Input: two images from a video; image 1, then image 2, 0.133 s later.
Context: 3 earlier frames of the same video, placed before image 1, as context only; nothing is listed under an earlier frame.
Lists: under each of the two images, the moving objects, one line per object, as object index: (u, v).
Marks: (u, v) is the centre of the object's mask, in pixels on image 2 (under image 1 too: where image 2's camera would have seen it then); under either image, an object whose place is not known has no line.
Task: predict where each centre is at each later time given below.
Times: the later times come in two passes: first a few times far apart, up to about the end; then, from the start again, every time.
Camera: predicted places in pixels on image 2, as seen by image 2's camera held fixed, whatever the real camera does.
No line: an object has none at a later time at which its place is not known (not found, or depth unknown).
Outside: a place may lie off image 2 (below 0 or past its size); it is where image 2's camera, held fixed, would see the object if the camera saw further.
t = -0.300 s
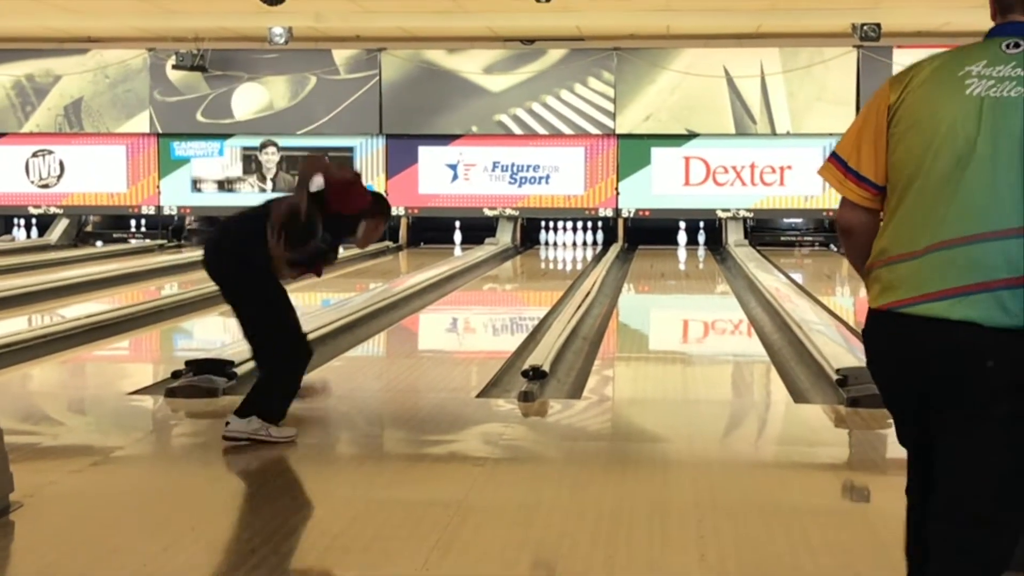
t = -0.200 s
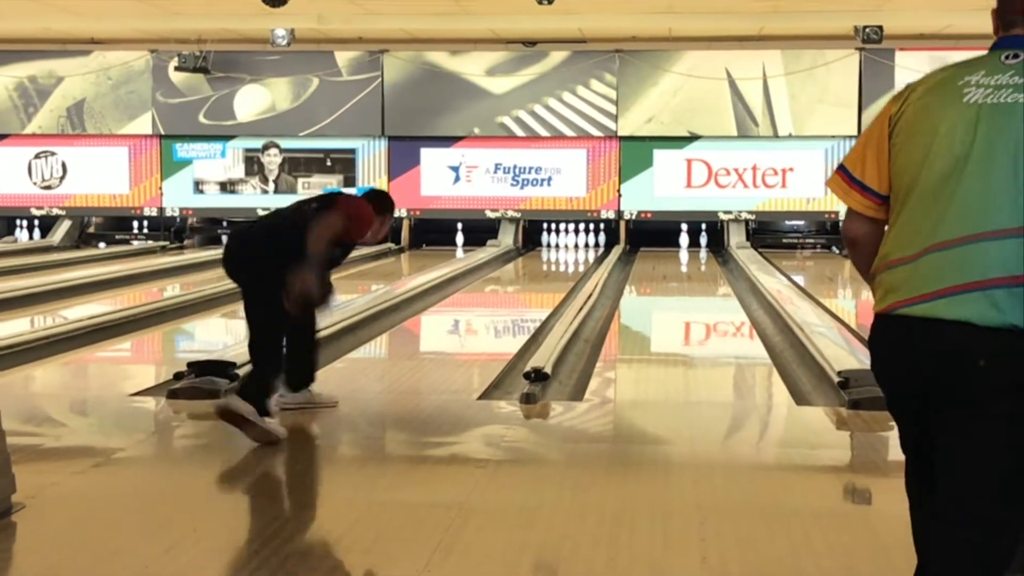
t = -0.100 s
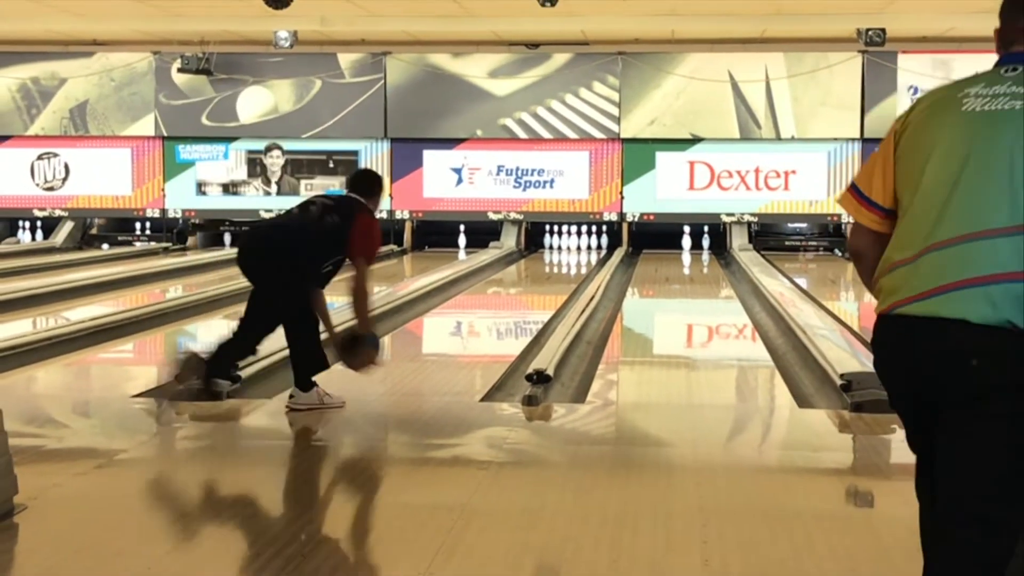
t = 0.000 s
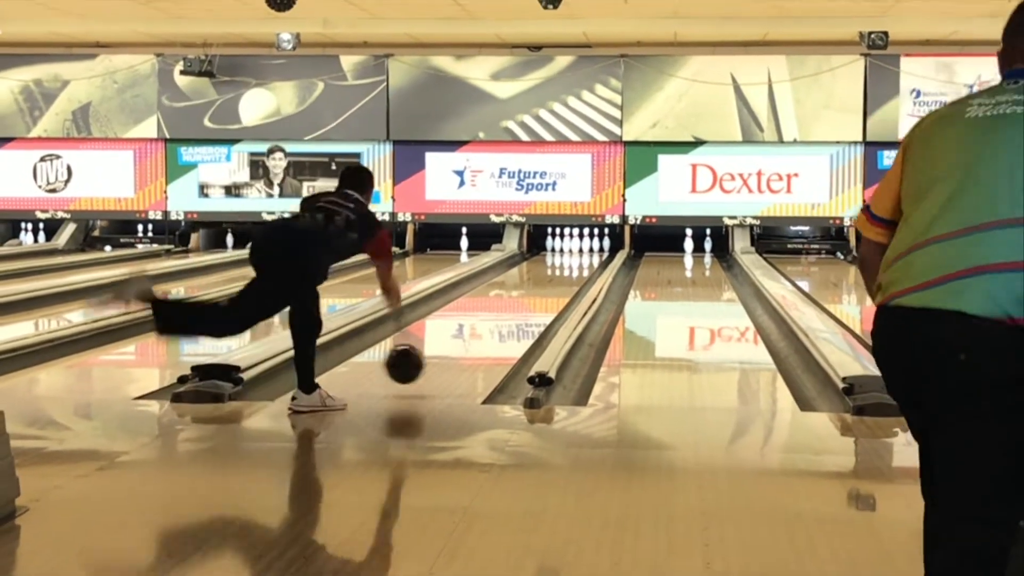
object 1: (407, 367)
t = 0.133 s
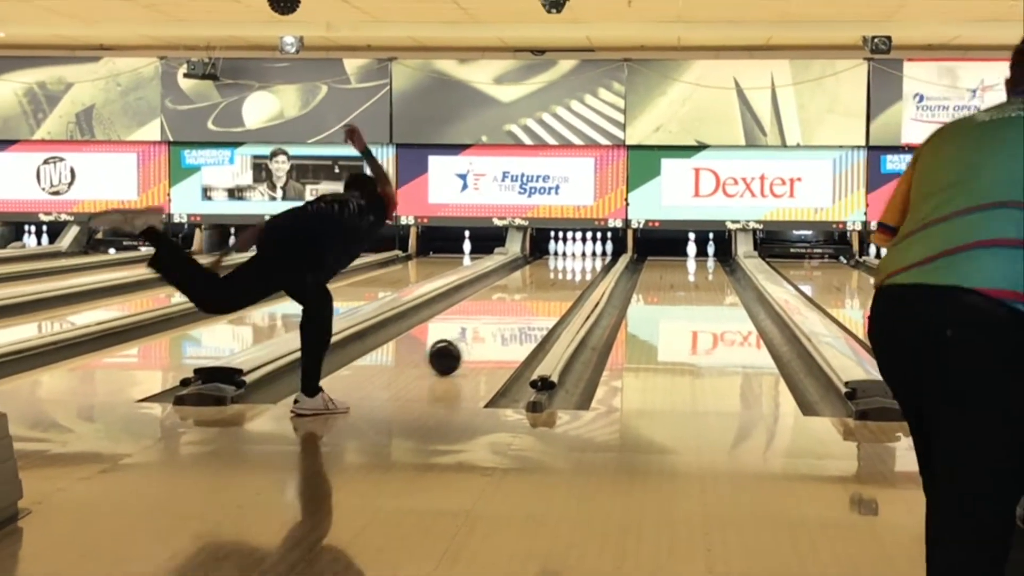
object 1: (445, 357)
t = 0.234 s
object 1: (468, 343)
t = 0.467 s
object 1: (509, 319)
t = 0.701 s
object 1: (539, 302)
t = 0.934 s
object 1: (560, 288)
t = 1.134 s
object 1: (572, 279)
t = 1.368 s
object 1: (583, 270)
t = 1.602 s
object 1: (590, 263)
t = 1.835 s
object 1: (592, 257)
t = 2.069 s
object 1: (589, 253)
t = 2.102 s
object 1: (588, 252)
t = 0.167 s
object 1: (453, 353)
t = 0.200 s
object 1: (460, 348)
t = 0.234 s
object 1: (468, 343)
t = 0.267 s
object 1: (474, 339)
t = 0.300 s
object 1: (481, 336)
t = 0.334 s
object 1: (487, 332)
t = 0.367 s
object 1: (493, 328)
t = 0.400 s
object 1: (499, 325)
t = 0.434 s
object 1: (504, 322)
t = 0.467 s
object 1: (509, 319)
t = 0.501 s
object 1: (514, 316)
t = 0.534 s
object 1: (518, 313)
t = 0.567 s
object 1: (523, 311)
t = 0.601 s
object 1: (527, 308)
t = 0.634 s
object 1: (531, 306)
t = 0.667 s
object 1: (535, 304)
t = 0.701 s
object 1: (539, 302)
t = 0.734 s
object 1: (542, 299)
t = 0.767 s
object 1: (545, 297)
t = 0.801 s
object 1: (549, 295)
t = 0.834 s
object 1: (552, 293)
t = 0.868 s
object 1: (554, 291)
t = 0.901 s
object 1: (557, 290)
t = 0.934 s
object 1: (560, 288)
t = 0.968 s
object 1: (562, 286)
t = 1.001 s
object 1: (565, 284)
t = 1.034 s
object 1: (567, 283)
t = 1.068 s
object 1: (569, 281)
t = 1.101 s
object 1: (571, 280)
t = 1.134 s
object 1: (572, 279)
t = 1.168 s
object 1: (574, 278)
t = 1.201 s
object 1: (576, 276)
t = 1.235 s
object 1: (577, 275)
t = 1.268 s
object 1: (579, 274)
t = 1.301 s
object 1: (581, 272)
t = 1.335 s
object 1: (582, 271)
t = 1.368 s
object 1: (583, 270)
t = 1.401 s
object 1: (584, 269)
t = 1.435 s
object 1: (585, 268)
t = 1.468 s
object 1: (587, 267)
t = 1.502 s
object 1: (588, 266)
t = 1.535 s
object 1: (588, 265)
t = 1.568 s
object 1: (589, 264)
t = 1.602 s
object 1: (590, 263)
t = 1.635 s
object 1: (590, 262)
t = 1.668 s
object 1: (591, 261)
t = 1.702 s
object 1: (591, 260)
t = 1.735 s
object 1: (591, 260)
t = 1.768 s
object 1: (592, 259)
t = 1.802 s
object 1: (592, 258)
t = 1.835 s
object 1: (592, 257)
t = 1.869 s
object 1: (592, 256)
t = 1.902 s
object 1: (591, 256)
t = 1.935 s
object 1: (591, 256)
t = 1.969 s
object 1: (591, 255)
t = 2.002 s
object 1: (590, 254)
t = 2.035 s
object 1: (590, 254)
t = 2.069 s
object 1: (589, 253)
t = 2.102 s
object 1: (588, 252)
